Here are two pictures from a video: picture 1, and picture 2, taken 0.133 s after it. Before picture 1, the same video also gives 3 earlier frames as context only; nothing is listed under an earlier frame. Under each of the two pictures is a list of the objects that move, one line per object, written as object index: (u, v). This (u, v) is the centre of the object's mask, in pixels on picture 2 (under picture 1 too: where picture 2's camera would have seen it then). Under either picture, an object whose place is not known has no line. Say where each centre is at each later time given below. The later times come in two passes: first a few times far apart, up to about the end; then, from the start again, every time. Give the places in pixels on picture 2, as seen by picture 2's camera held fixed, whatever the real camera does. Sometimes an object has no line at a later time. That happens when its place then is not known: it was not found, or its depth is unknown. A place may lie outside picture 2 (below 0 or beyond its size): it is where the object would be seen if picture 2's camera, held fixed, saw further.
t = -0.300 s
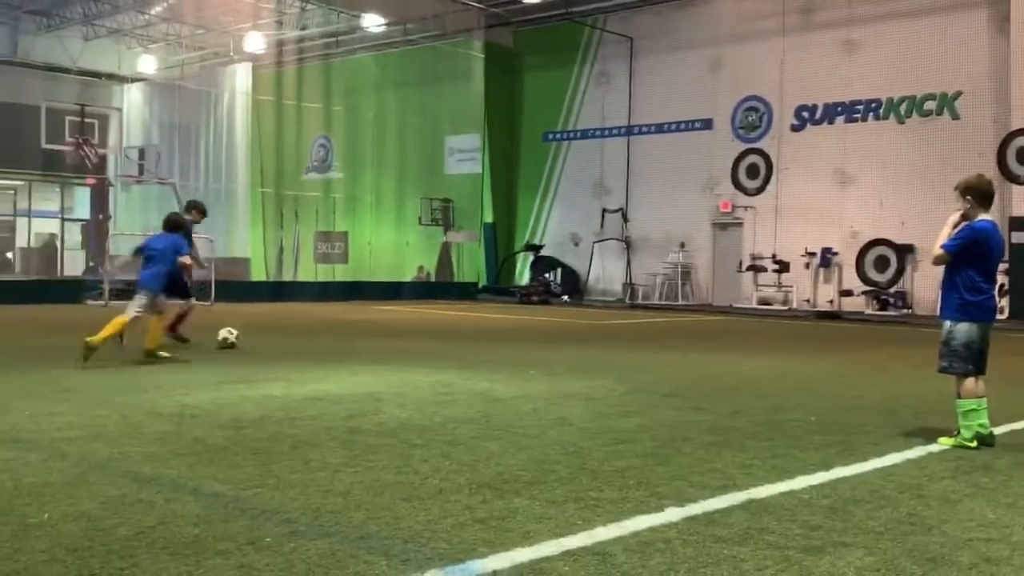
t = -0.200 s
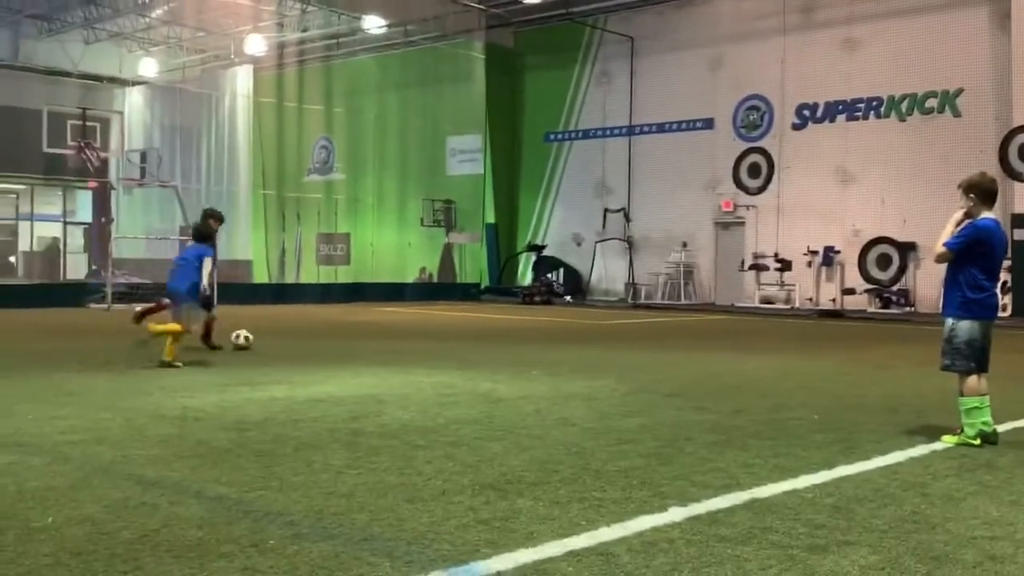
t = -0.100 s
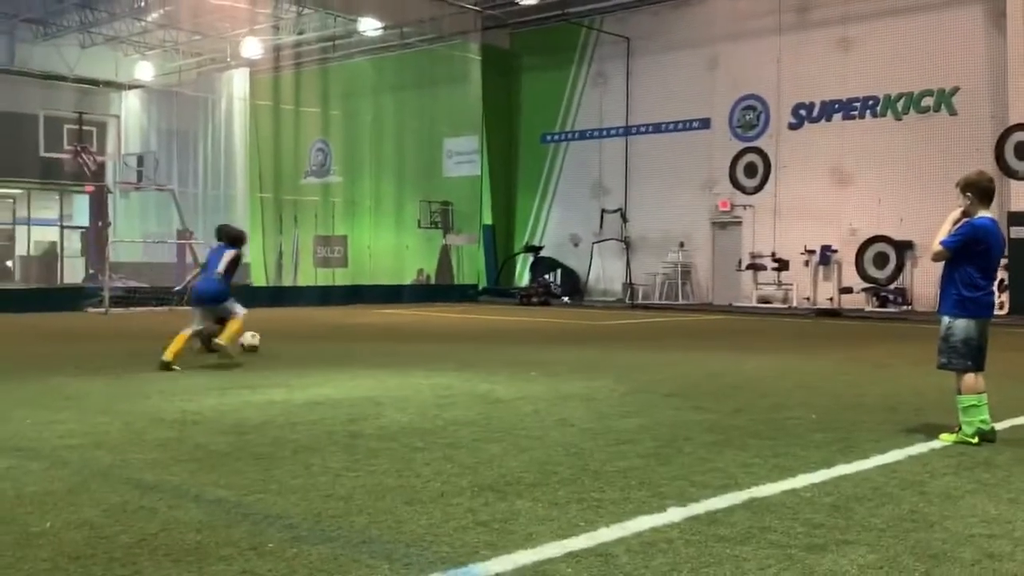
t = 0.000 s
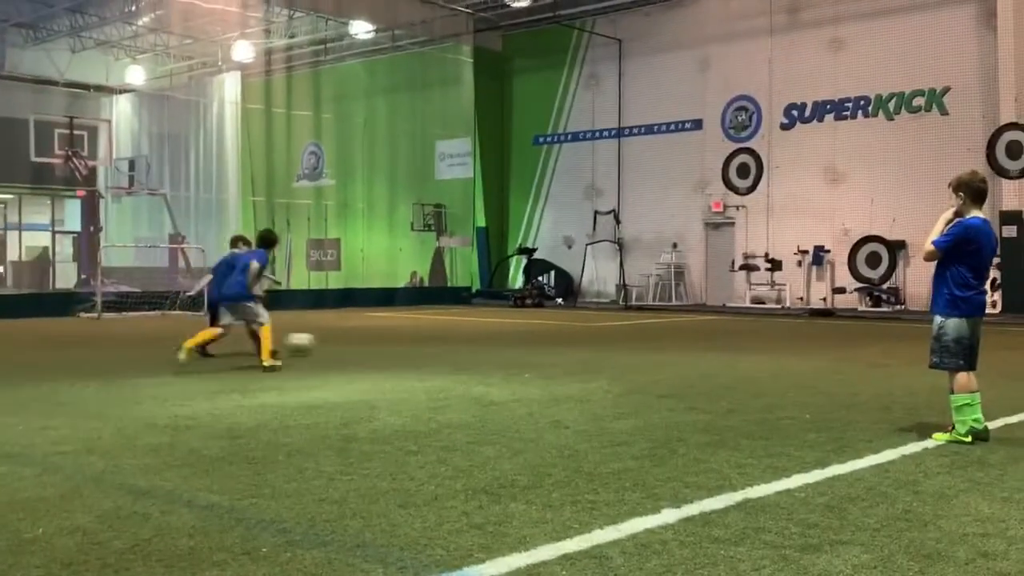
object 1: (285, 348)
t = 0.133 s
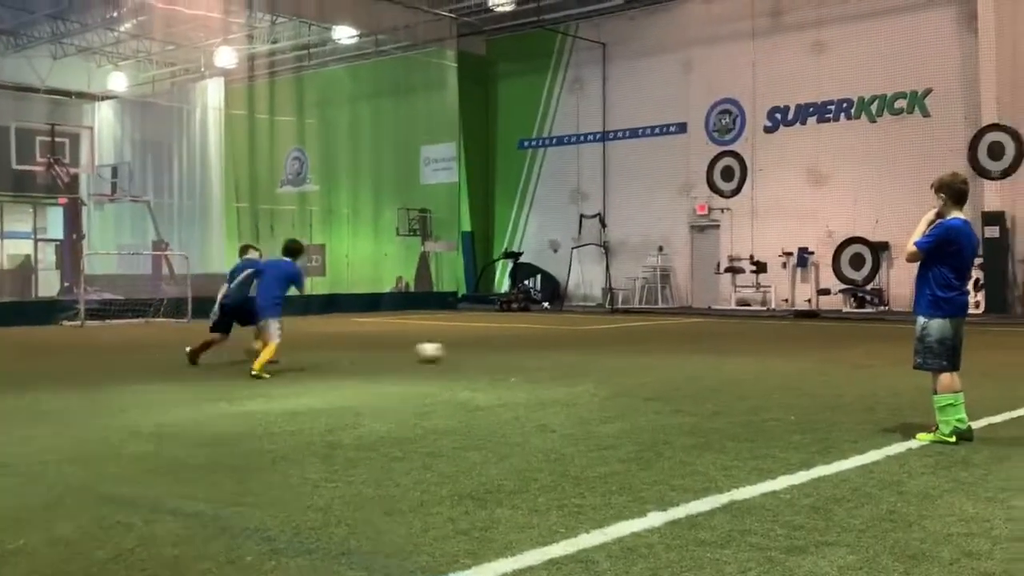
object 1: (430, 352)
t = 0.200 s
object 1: (495, 349)
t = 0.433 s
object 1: (708, 349)
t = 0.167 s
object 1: (463, 350)
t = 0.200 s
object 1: (495, 349)
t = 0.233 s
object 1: (527, 349)
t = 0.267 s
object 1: (560, 350)
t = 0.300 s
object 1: (592, 352)
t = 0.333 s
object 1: (622, 351)
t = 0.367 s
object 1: (651, 350)
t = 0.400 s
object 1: (680, 349)
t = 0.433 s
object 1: (708, 349)
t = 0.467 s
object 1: (737, 351)
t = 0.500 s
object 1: (766, 353)
